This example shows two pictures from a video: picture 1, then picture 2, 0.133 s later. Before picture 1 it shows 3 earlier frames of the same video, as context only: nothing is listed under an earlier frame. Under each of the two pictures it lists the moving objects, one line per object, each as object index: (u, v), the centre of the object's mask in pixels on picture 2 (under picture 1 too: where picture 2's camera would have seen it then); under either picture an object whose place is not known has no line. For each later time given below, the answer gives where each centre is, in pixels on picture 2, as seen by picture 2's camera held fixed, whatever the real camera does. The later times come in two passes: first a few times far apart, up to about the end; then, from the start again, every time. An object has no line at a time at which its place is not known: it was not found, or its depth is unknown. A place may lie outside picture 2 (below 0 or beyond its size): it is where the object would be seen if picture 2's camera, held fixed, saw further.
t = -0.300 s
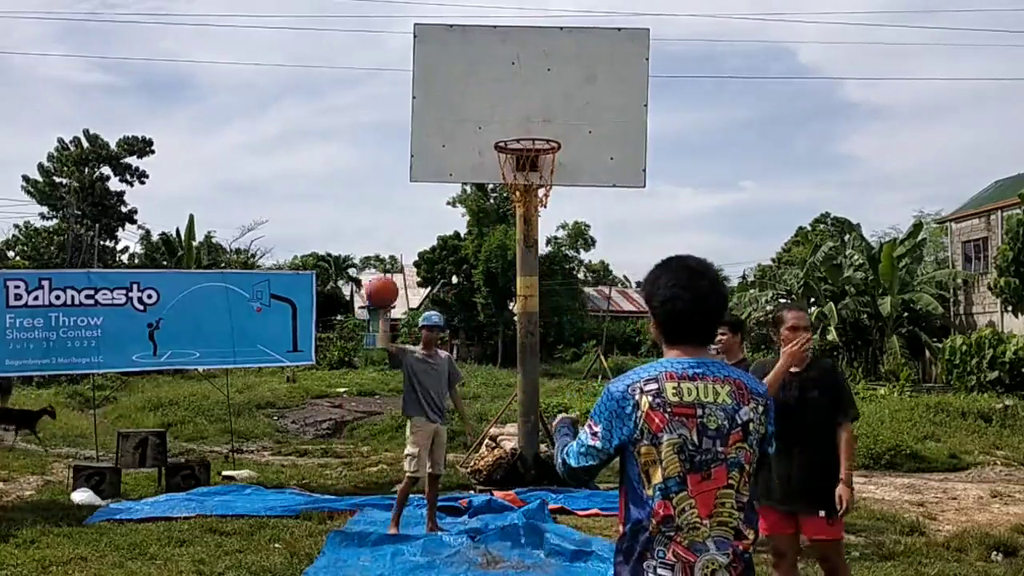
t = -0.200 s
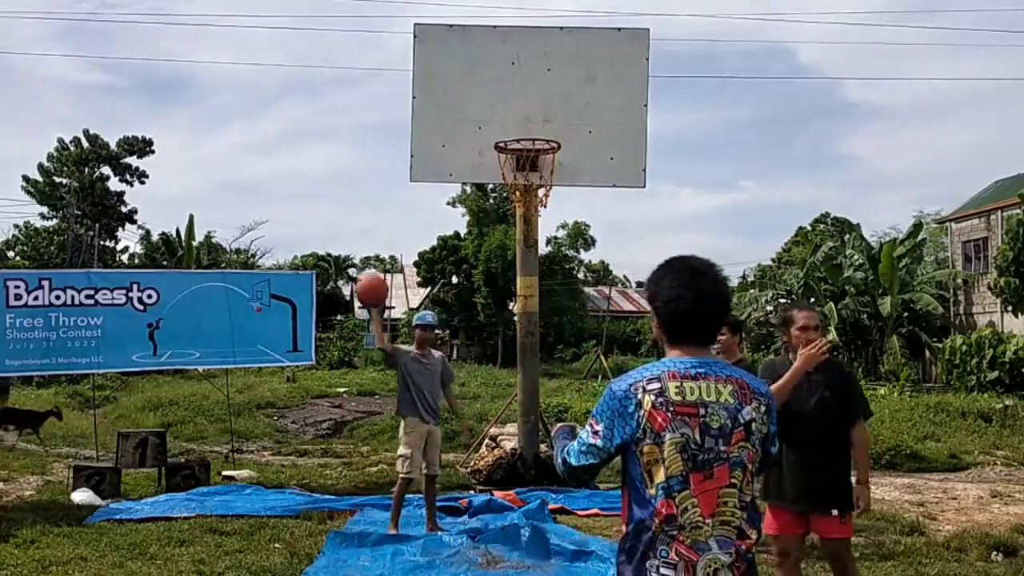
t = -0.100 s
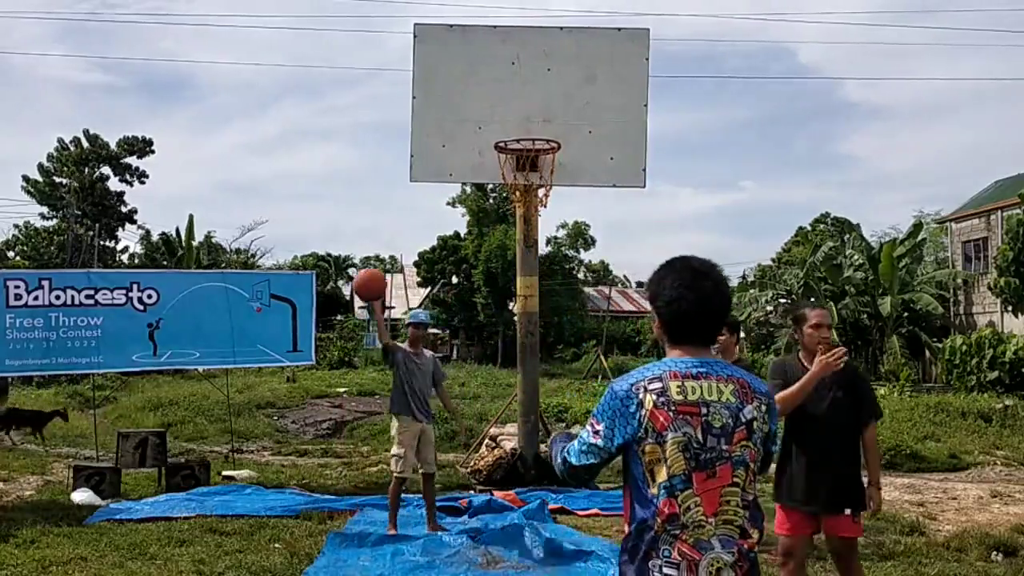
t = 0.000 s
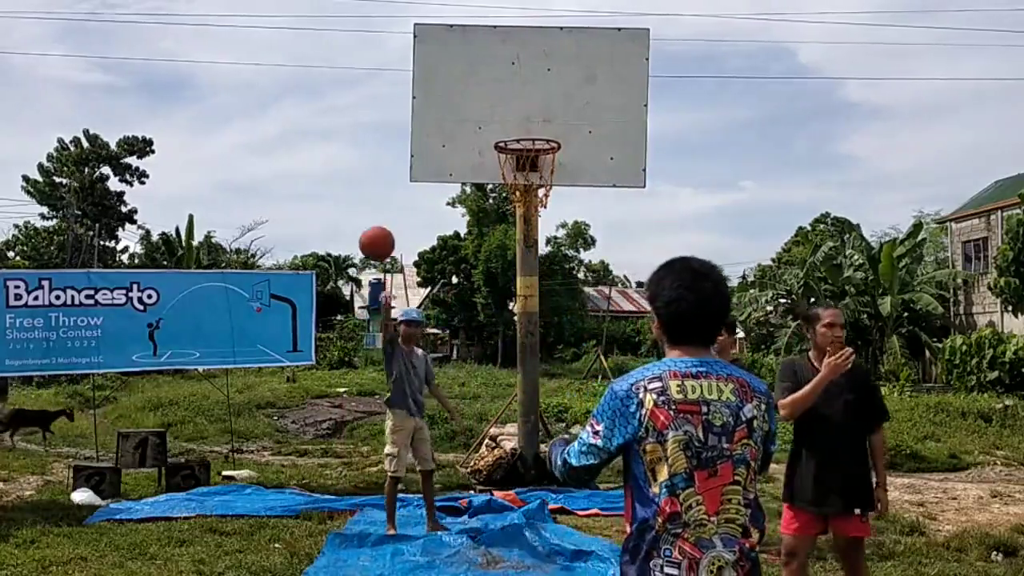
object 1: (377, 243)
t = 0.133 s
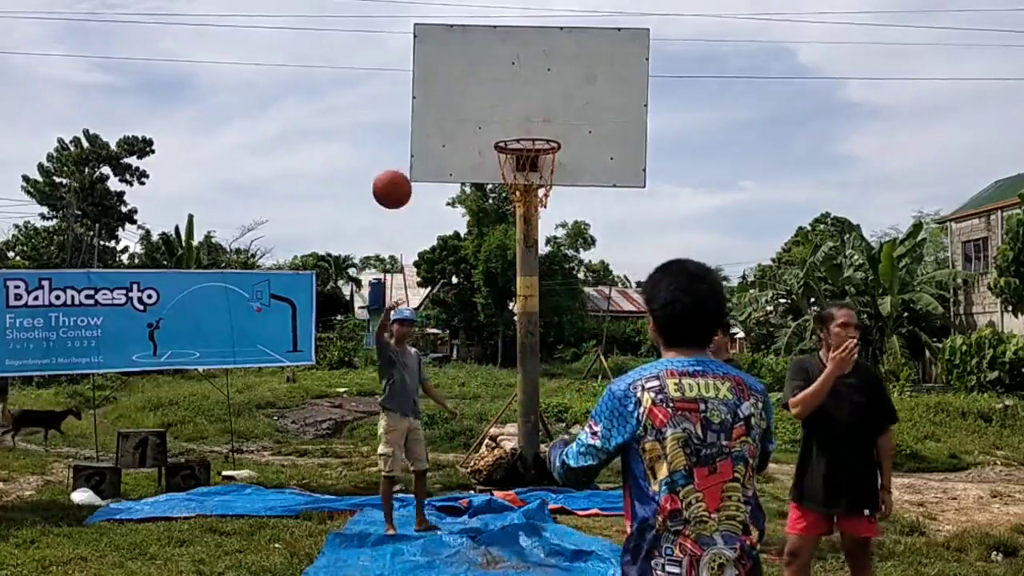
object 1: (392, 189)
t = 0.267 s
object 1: (410, 155)
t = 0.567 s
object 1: (473, 195)
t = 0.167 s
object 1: (396, 179)
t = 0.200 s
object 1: (400, 169)
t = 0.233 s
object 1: (405, 161)
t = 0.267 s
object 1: (410, 155)
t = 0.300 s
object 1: (416, 150)
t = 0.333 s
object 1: (422, 147)
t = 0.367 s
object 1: (428, 145)
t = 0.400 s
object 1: (434, 146)
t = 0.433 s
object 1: (441, 149)
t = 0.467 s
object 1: (448, 156)
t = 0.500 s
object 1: (456, 165)
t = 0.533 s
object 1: (464, 177)
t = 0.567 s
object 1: (473, 195)
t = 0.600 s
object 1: (483, 214)
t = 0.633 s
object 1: (494, 240)
